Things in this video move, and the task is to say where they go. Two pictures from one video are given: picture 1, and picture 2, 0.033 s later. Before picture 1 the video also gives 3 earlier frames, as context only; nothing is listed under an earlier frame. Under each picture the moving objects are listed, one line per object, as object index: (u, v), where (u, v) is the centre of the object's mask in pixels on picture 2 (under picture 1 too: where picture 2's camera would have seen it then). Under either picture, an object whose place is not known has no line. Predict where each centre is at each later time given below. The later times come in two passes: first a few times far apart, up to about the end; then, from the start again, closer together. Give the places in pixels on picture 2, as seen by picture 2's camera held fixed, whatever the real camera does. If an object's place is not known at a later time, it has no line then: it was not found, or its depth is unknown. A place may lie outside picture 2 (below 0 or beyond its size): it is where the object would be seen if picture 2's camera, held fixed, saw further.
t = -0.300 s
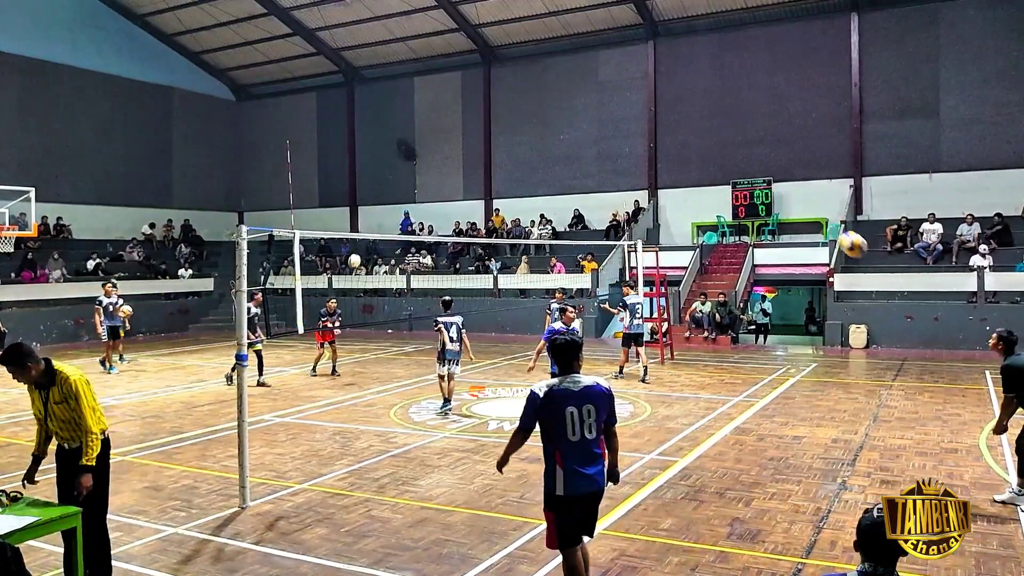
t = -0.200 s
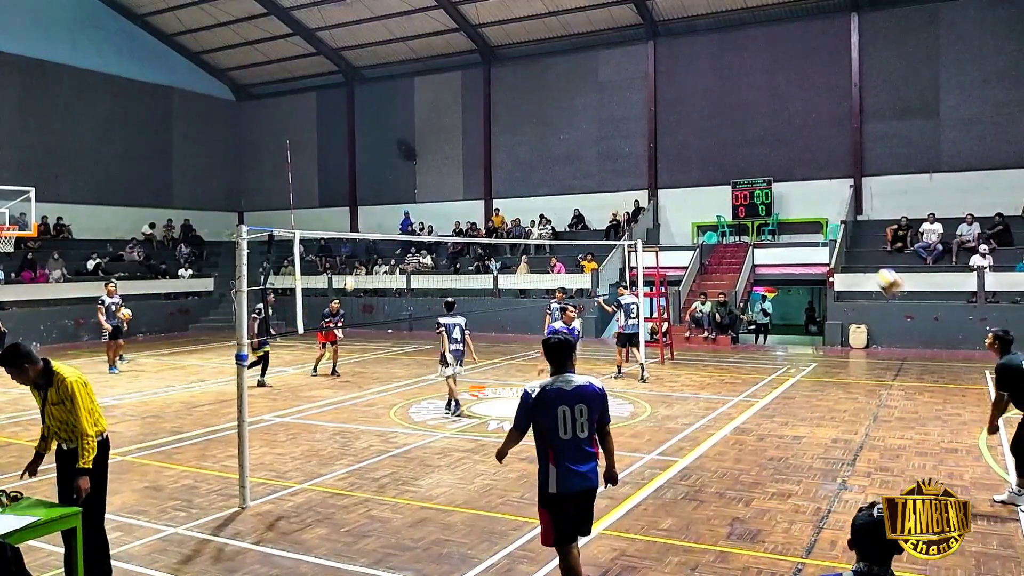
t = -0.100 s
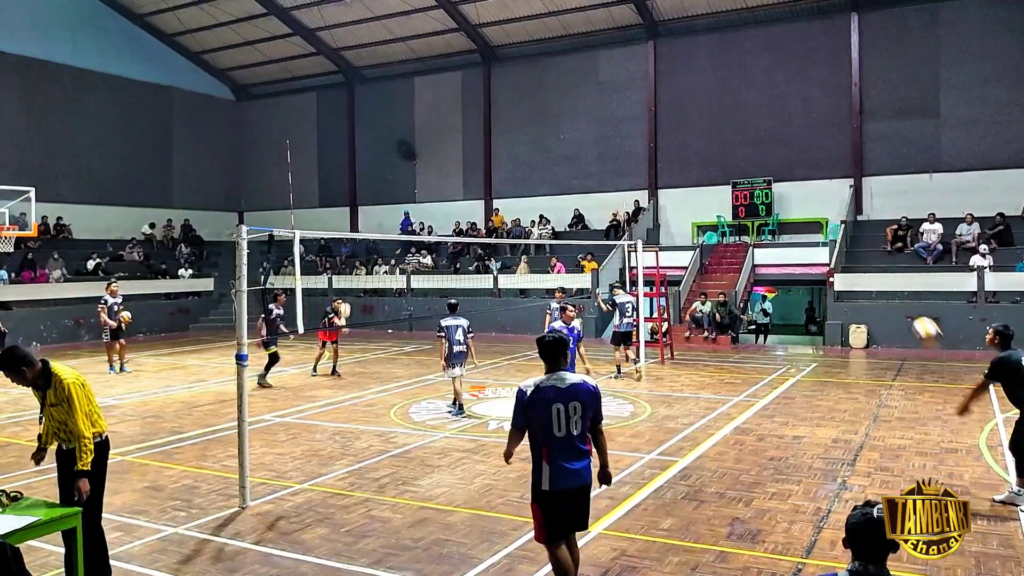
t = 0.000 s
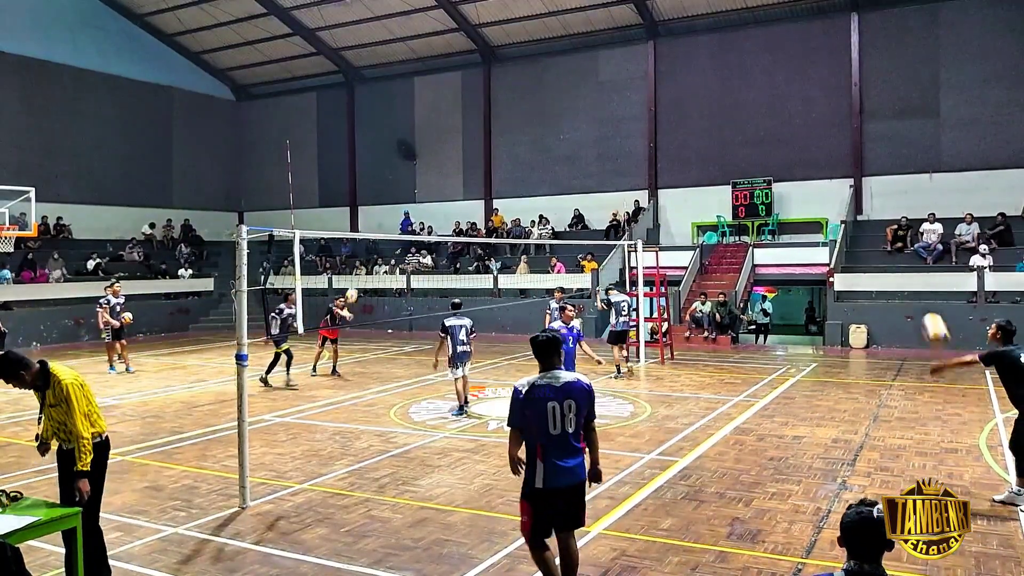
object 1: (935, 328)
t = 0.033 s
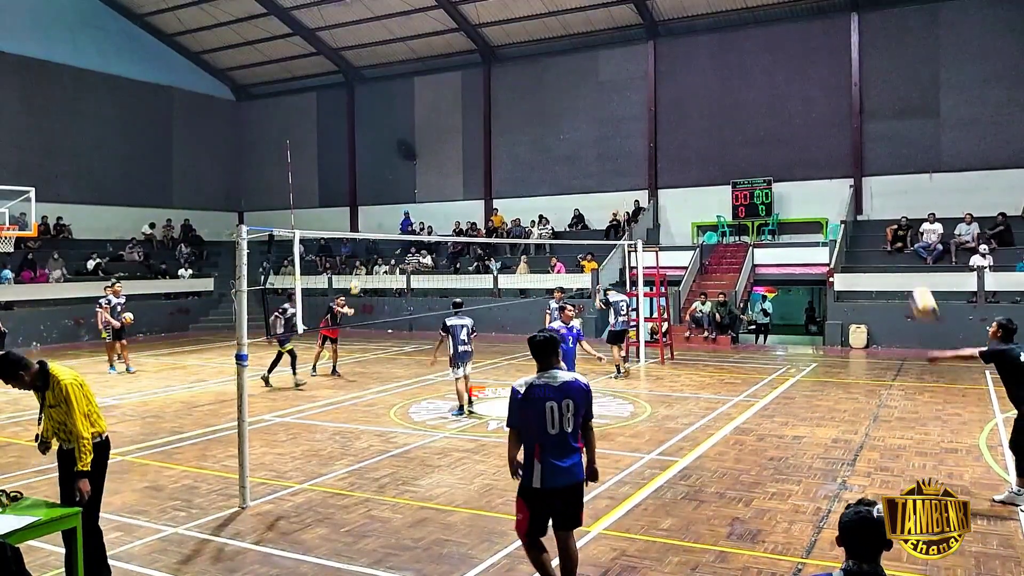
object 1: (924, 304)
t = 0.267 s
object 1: (855, 155)
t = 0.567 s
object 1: (772, 75)
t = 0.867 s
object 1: (705, 82)
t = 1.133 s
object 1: (654, 152)
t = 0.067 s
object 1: (913, 275)
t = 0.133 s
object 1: (894, 231)
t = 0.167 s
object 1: (884, 211)
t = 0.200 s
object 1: (873, 190)
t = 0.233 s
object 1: (864, 172)
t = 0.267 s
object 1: (855, 155)
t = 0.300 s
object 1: (846, 140)
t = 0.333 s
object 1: (836, 130)
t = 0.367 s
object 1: (827, 119)
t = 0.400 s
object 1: (818, 109)
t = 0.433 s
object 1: (809, 99)
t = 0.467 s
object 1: (800, 92)
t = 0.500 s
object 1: (792, 85)
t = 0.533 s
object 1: (782, 80)
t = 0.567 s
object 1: (772, 75)
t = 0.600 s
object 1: (764, 72)
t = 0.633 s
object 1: (756, 69)
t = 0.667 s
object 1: (748, 68)
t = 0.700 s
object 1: (741, 68)
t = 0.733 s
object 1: (733, 69)
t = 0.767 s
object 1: (726, 71)
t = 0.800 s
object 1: (719, 74)
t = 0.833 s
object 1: (712, 78)
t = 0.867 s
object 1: (705, 82)
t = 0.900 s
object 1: (699, 88)
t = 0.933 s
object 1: (693, 95)
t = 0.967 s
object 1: (686, 103)
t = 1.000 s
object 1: (679, 111)
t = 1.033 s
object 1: (673, 120)
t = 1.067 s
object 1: (666, 130)
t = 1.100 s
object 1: (660, 141)
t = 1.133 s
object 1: (654, 152)
